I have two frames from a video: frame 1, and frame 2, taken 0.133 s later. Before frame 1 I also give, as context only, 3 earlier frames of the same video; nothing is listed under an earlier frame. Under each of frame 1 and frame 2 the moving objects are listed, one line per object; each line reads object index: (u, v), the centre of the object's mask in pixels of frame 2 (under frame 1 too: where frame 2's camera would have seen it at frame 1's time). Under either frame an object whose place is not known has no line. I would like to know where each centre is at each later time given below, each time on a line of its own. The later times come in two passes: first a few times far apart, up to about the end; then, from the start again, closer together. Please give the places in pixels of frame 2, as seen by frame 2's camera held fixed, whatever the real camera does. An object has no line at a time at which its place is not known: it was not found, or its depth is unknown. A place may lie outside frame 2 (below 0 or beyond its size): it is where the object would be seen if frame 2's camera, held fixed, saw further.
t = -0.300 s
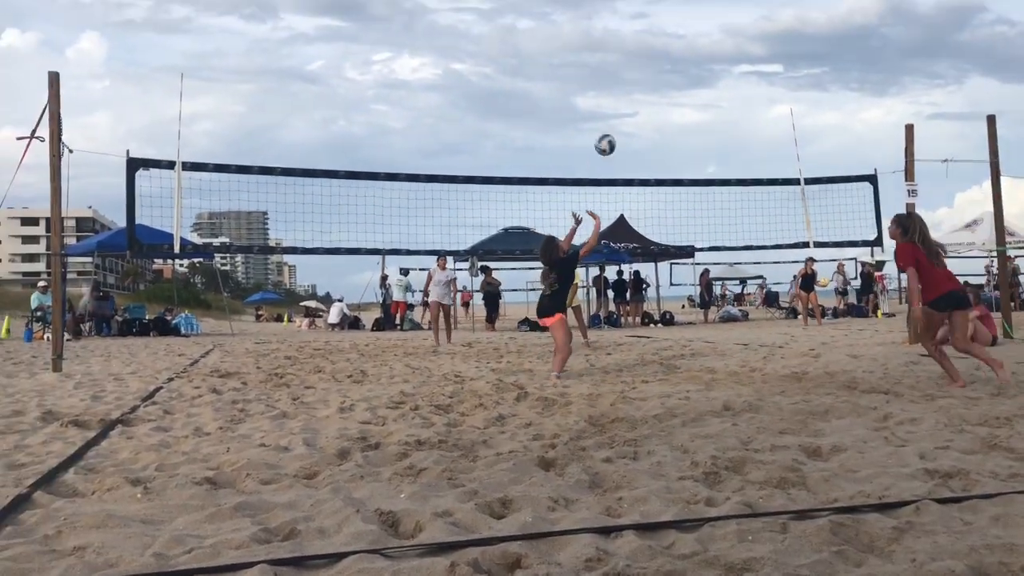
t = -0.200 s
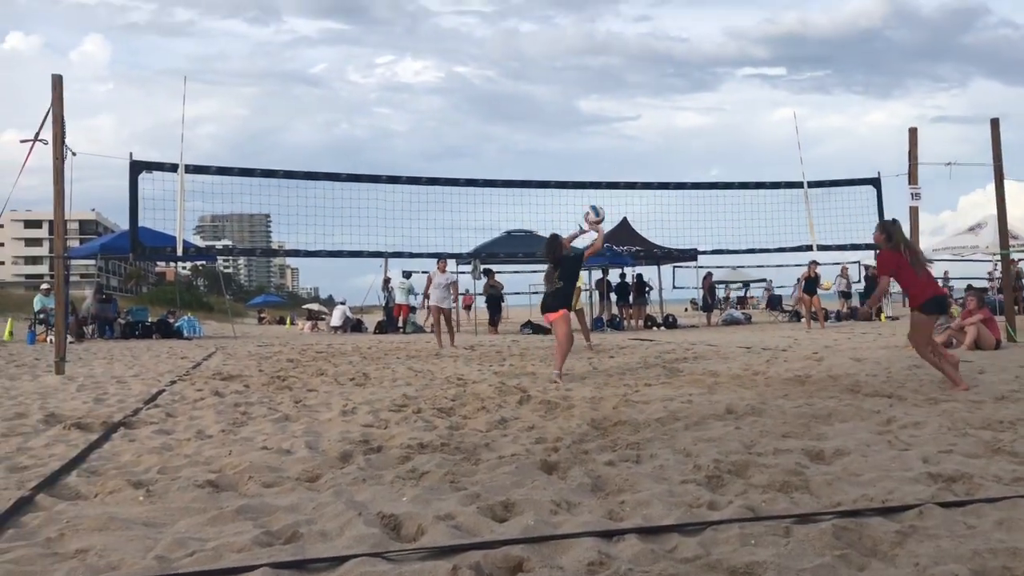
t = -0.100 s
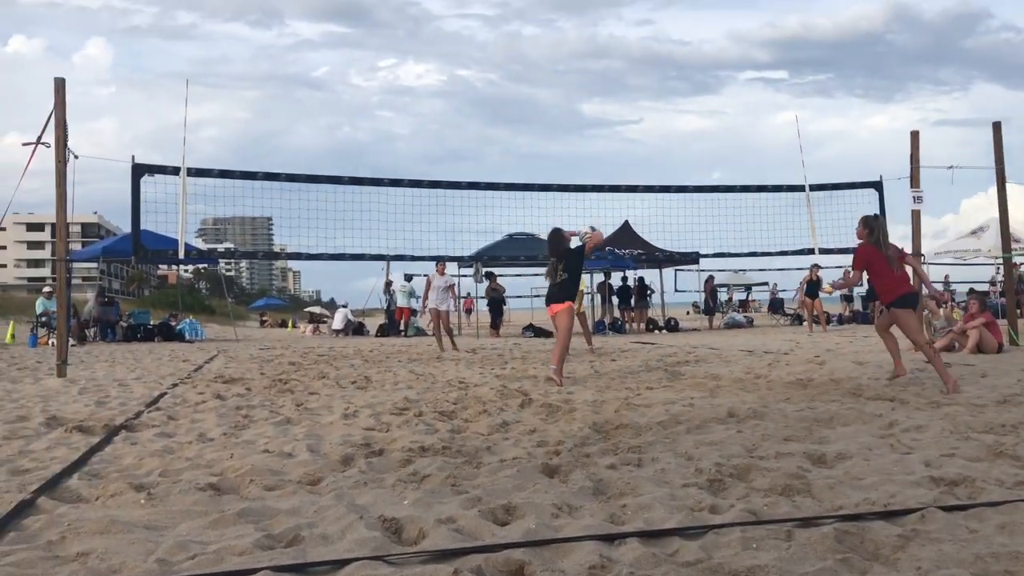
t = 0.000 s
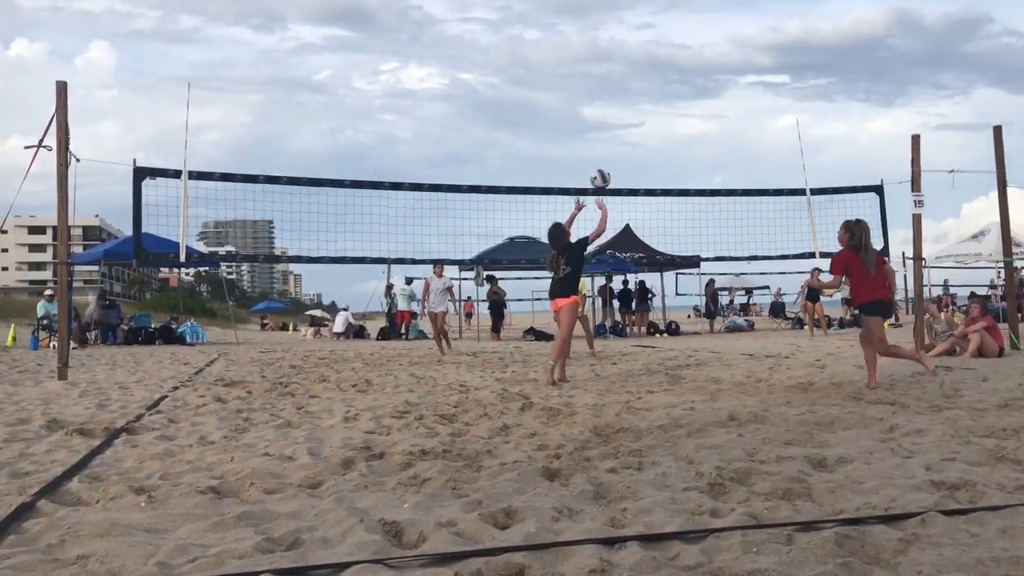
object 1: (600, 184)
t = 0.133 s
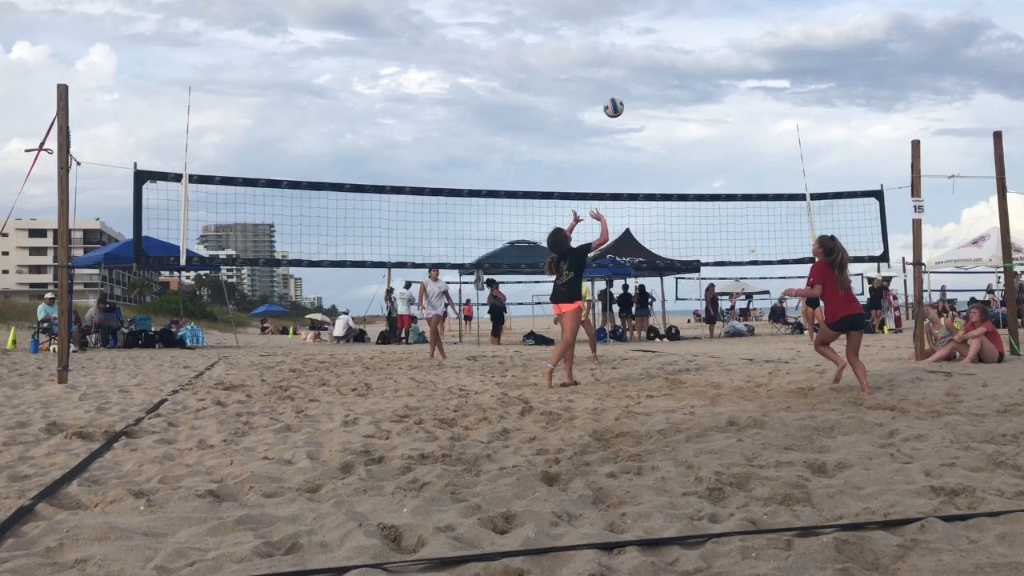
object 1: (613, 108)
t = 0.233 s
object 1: (623, 63)
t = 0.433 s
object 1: (640, 4)
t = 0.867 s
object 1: (674, 5)
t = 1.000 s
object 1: (684, 38)
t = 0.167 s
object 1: (617, 92)
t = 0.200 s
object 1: (620, 77)
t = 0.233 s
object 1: (623, 63)
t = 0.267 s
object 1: (626, 51)
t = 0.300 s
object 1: (629, 39)
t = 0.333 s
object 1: (632, 29)
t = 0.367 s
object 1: (635, 20)
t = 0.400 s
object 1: (638, 12)
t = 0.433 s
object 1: (640, 4)
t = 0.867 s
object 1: (674, 5)
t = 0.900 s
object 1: (676, 12)
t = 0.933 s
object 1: (677, 23)
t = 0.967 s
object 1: (682, 29)
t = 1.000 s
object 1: (684, 38)
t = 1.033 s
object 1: (687, 47)
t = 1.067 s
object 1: (689, 59)
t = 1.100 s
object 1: (691, 70)
